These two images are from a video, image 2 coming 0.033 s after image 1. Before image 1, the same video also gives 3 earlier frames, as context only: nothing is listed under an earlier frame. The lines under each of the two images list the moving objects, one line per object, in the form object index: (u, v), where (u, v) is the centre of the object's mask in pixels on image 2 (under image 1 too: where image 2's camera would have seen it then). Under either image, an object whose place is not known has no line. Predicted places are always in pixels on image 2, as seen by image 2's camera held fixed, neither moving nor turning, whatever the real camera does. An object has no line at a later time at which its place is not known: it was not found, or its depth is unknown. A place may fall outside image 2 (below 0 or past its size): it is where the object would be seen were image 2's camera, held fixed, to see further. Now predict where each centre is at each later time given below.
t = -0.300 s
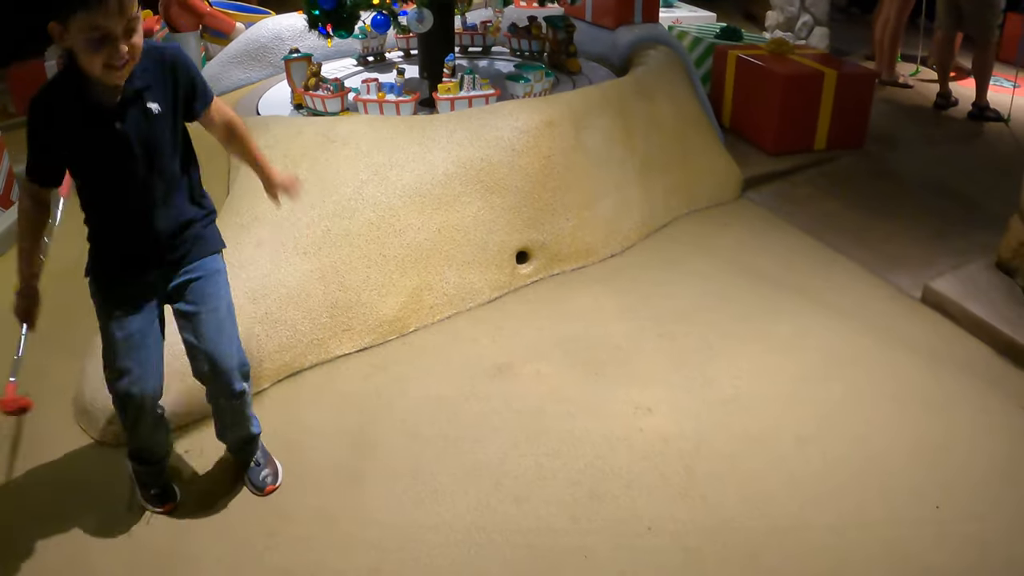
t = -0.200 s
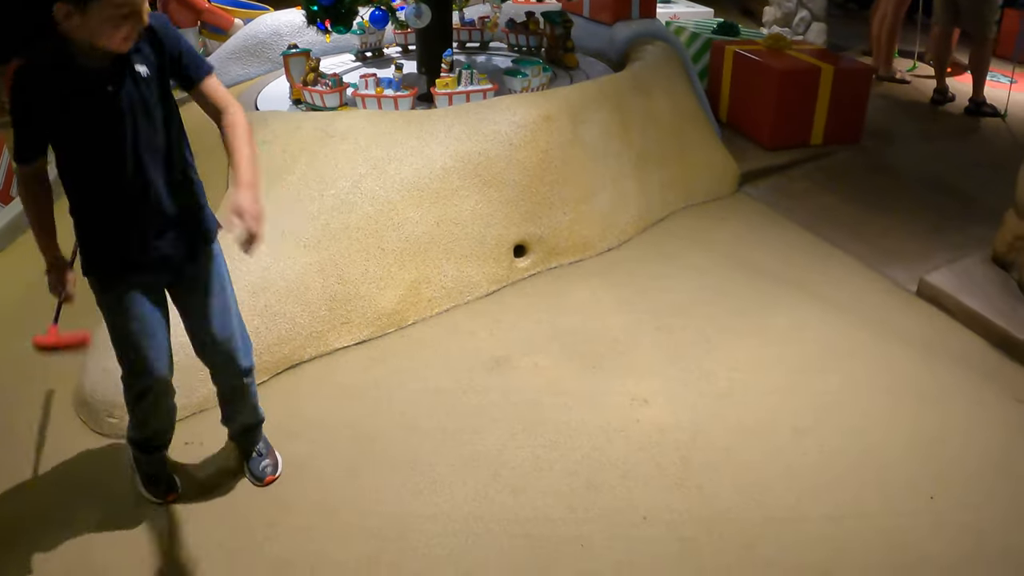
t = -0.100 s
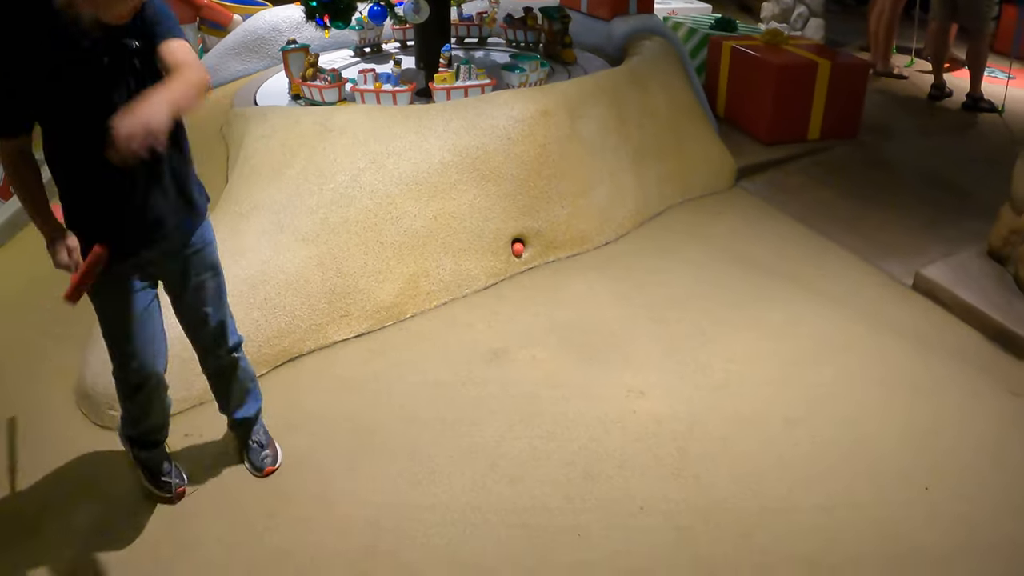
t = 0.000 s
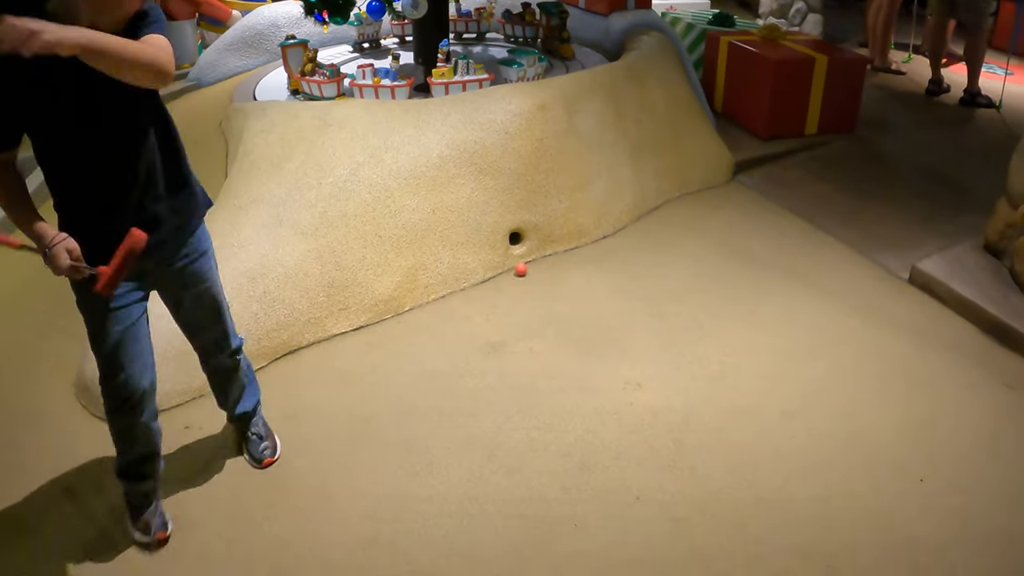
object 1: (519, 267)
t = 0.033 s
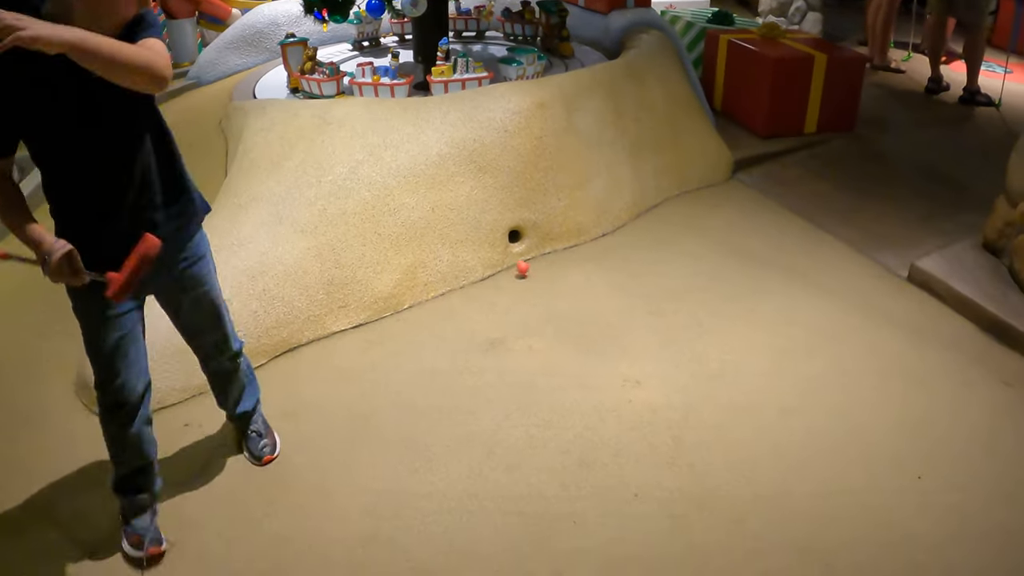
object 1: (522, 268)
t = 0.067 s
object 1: (525, 272)
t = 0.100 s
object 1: (527, 278)
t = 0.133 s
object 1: (530, 285)
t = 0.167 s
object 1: (533, 289)
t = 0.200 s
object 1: (536, 294)
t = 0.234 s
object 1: (538, 298)
